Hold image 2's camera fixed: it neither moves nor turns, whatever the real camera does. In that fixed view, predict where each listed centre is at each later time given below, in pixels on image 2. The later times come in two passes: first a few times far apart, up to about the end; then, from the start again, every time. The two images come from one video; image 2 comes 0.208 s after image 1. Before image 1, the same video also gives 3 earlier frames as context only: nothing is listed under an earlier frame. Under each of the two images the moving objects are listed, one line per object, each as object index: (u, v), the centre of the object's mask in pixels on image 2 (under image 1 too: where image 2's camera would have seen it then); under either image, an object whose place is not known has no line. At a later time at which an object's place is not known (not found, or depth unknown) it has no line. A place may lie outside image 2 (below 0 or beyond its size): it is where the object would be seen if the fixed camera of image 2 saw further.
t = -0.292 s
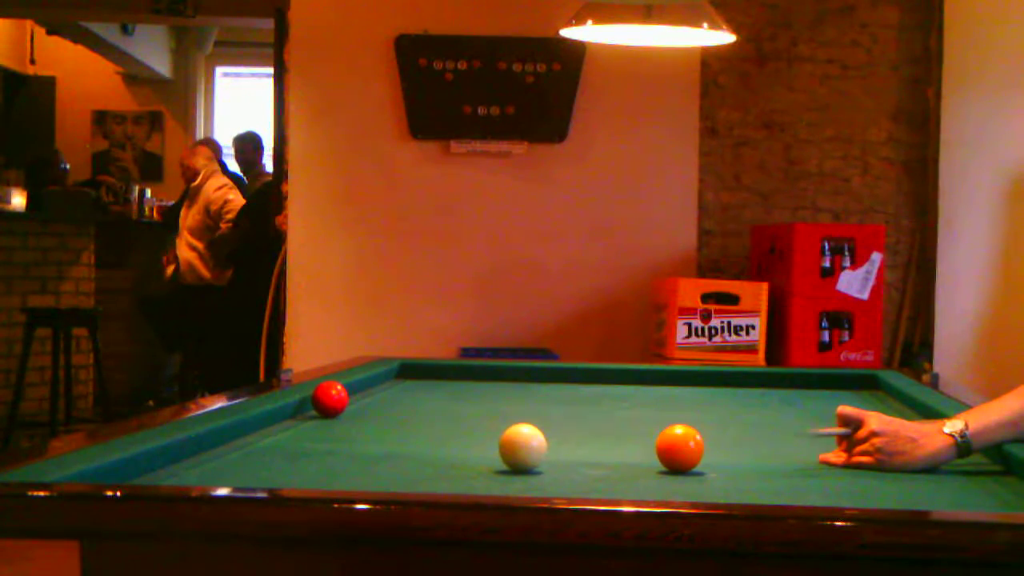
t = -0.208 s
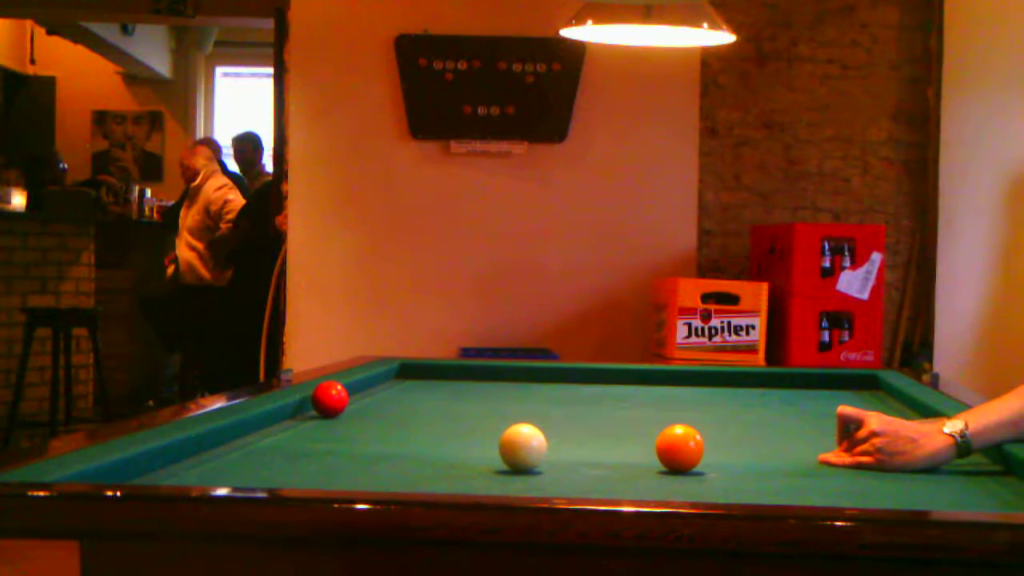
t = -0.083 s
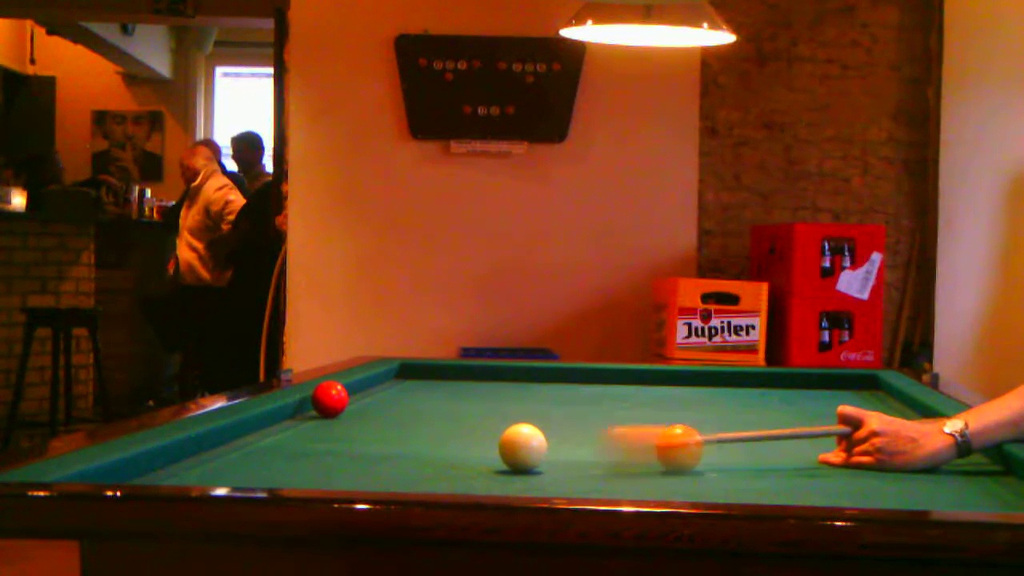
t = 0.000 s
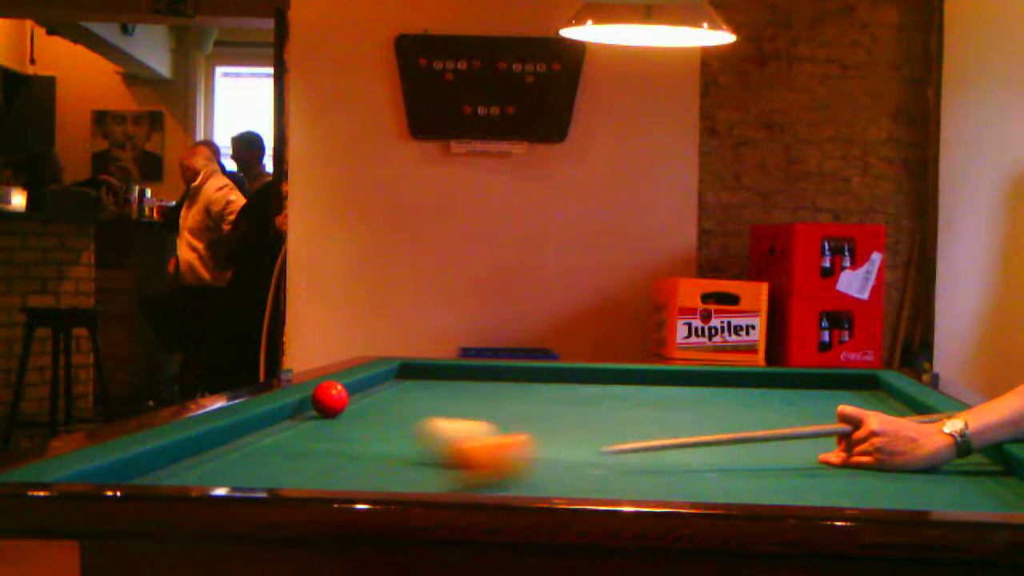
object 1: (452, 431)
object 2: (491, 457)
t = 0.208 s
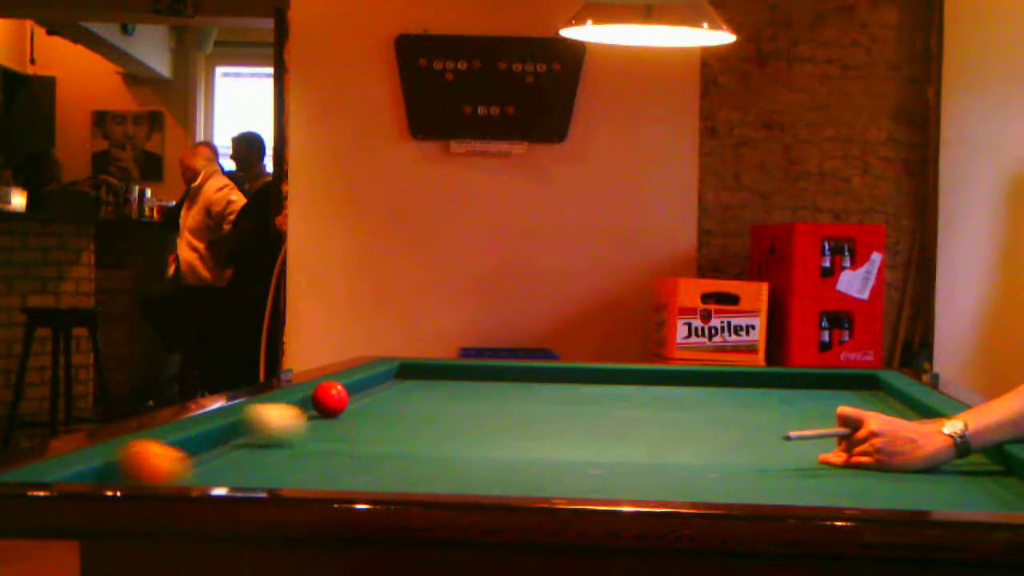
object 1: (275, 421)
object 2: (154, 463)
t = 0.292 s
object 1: (342, 423)
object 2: (271, 451)
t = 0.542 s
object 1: (494, 420)
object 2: (560, 429)
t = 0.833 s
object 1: (659, 419)
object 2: (780, 410)
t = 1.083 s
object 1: (790, 418)
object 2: (873, 397)
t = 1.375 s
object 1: (919, 416)
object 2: (768, 385)
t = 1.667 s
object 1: (830, 413)
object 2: (687, 374)
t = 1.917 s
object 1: (760, 410)
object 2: (648, 375)
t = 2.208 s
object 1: (681, 406)
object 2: (611, 378)
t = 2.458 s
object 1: (619, 404)
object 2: (576, 382)
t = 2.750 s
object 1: (548, 400)
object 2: (531, 382)
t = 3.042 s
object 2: (494, 382)
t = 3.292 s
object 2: (453, 393)
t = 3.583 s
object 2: (430, 395)
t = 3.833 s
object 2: (414, 396)
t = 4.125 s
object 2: (416, 395)
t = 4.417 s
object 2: (406, 386)
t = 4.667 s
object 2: (405, 395)
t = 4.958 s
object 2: (408, 396)
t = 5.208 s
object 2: (408, 397)
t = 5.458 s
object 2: (408, 396)
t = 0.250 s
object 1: (311, 422)
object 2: (200, 455)
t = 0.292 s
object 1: (342, 423)
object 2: (271, 451)
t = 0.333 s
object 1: (372, 418)
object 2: (333, 448)
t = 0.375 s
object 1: (396, 413)
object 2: (387, 443)
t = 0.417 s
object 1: (416, 415)
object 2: (441, 439)
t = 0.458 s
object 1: (443, 419)
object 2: (485, 435)
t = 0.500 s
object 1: (469, 422)
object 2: (522, 432)
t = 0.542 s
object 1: (494, 420)
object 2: (560, 429)
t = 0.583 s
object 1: (518, 420)
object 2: (595, 426)
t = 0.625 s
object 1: (543, 419)
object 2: (629, 422)
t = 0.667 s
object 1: (567, 419)
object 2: (662, 420)
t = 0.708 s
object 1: (590, 419)
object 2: (693, 417)
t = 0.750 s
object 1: (614, 419)
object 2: (724, 415)
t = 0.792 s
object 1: (636, 419)
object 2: (752, 412)
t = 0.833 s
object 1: (659, 419)
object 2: (780, 410)
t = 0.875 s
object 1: (682, 419)
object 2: (807, 408)
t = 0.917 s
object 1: (704, 419)
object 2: (832, 406)
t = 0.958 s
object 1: (726, 418)
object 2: (856, 403)
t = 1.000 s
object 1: (747, 418)
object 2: (879, 401)
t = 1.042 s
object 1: (769, 418)
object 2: (894, 400)
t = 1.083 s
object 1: (790, 418)
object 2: (873, 397)
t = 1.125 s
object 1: (811, 418)
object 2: (854, 395)
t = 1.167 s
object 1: (832, 418)
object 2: (836, 390)
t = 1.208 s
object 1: (853, 417)
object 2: (822, 391)
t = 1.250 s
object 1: (874, 417)
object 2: (808, 390)
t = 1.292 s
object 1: (894, 416)
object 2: (794, 388)
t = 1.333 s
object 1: (914, 416)
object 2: (781, 386)
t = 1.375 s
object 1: (919, 416)
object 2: (768, 385)
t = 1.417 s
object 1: (905, 416)
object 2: (756, 383)
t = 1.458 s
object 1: (892, 415)
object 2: (744, 382)
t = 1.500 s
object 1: (879, 415)
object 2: (732, 380)
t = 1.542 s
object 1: (867, 414)
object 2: (721, 379)
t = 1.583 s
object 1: (855, 414)
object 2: (709, 377)
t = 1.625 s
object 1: (843, 413)
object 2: (698, 376)
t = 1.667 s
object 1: (830, 413)
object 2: (687, 374)
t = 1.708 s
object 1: (818, 412)
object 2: (677, 373)
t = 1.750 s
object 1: (806, 411)
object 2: (669, 373)
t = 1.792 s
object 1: (795, 411)
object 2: (663, 373)
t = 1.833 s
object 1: (783, 411)
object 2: (659, 374)
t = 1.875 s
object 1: (771, 410)
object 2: (654, 374)
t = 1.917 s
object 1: (760, 410)
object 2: (648, 375)
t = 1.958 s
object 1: (749, 409)
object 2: (643, 375)
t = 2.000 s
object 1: (737, 409)
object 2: (638, 376)
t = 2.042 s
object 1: (726, 408)
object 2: (633, 376)
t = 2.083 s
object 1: (714, 408)
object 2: (627, 377)
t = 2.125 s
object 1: (703, 407)
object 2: (621, 377)
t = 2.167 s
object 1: (692, 406)
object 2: (616, 378)
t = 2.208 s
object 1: (681, 406)
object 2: (611, 378)
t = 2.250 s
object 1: (671, 406)
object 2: (605, 379)
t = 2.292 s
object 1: (660, 405)
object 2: (600, 380)
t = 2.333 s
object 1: (650, 405)
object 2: (594, 380)
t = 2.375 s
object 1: (639, 405)
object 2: (588, 381)
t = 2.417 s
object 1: (629, 404)
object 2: (581, 381)
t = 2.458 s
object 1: (619, 404)
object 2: (576, 382)
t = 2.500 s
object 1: (608, 403)
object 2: (570, 383)
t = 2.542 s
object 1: (598, 403)
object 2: (564, 383)
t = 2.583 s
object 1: (588, 403)
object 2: (558, 383)
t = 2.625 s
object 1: (578, 402)
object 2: (552, 384)
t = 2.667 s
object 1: (568, 402)
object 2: (544, 383)
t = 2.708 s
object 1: (558, 401)
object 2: (537, 383)
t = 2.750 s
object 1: (548, 400)
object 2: (531, 382)
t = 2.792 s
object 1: (539, 400)
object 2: (524, 382)
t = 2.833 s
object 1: (529, 399)
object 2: (518, 381)
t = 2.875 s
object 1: (520, 399)
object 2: (512, 380)
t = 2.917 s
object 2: (507, 379)
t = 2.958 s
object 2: (503, 379)
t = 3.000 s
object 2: (498, 379)
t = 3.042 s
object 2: (494, 382)
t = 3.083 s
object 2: (489, 385)
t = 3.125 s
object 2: (482, 387)
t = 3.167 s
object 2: (475, 389)
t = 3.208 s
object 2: (467, 391)
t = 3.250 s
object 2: (460, 392)
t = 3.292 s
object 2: (453, 393)
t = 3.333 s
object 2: (447, 394)
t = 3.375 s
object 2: (444, 394)
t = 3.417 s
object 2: (442, 394)
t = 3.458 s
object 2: (439, 395)
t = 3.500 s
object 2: (436, 395)
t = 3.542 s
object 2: (433, 395)
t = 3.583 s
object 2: (430, 395)
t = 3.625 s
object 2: (428, 395)
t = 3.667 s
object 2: (425, 396)
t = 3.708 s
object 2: (422, 396)
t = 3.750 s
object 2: (419, 396)
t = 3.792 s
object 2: (417, 396)
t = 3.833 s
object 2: (414, 396)
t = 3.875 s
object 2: (412, 396)
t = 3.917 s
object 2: (410, 396)
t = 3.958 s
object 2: (410, 396)
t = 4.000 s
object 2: (411, 396)
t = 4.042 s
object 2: (413, 395)
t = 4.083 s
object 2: (414, 395)
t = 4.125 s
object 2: (416, 395)
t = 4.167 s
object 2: (417, 393)
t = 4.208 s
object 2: (417, 392)
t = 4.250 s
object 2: (417, 390)
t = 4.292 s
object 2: (417, 388)
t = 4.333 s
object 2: (413, 385)
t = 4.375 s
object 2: (408, 384)
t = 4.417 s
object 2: (406, 386)
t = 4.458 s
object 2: (403, 388)
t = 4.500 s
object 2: (403, 389)
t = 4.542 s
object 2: (403, 392)
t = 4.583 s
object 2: (403, 393)
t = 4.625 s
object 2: (404, 394)
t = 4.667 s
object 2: (405, 395)
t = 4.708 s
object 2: (406, 395)
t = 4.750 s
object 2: (407, 396)
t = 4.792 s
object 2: (407, 396)
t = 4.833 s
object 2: (407, 396)
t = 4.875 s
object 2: (408, 396)
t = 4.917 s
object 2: (408, 396)
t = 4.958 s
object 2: (408, 396)
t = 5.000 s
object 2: (408, 396)
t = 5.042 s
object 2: (408, 396)
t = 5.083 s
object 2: (408, 396)
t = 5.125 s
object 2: (408, 396)
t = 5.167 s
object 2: (408, 396)
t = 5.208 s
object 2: (408, 397)
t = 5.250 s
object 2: (408, 396)
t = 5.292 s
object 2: (409, 396)
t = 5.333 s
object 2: (408, 396)
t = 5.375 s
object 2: (409, 397)
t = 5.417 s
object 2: (408, 396)
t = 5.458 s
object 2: (408, 396)
